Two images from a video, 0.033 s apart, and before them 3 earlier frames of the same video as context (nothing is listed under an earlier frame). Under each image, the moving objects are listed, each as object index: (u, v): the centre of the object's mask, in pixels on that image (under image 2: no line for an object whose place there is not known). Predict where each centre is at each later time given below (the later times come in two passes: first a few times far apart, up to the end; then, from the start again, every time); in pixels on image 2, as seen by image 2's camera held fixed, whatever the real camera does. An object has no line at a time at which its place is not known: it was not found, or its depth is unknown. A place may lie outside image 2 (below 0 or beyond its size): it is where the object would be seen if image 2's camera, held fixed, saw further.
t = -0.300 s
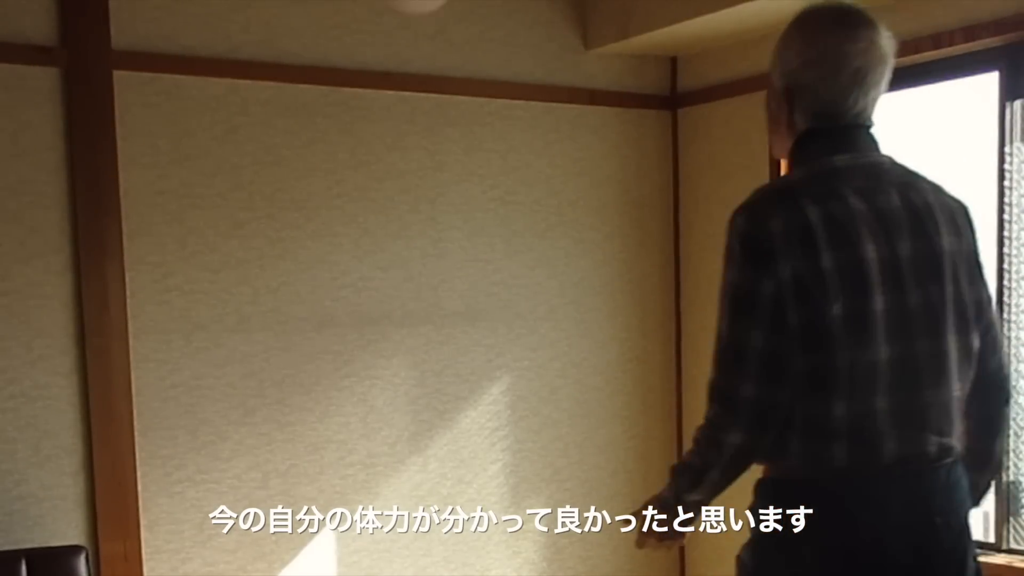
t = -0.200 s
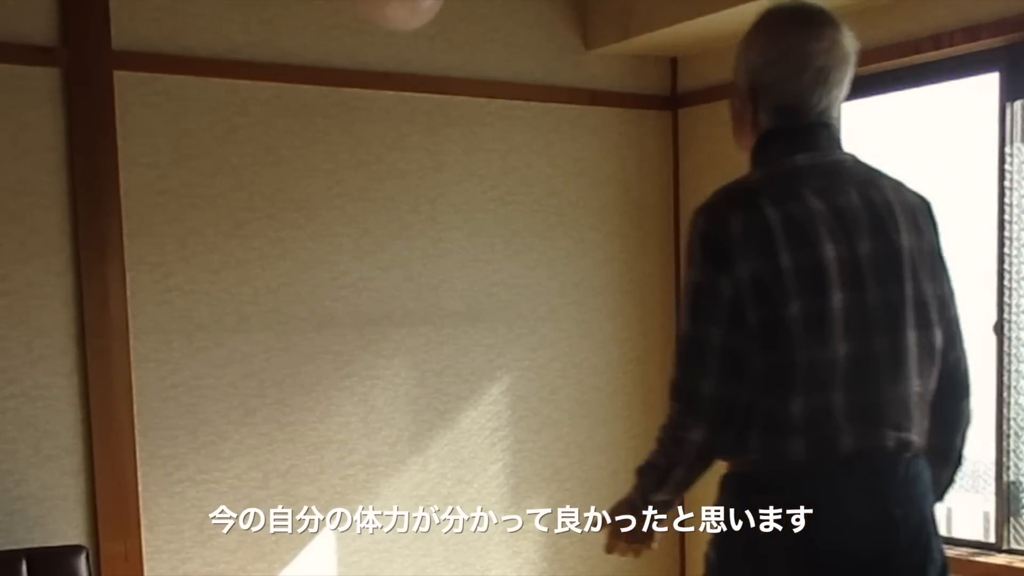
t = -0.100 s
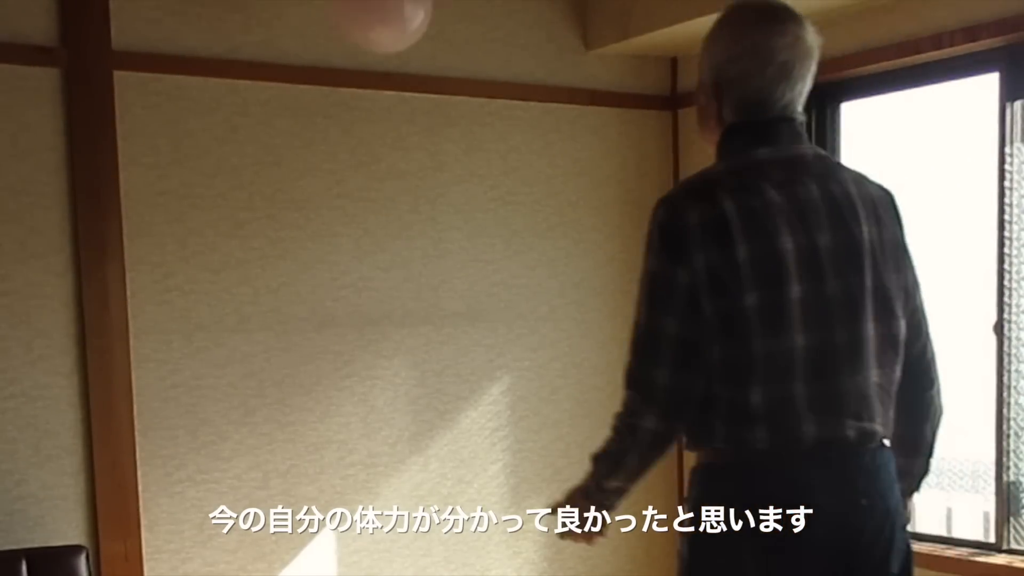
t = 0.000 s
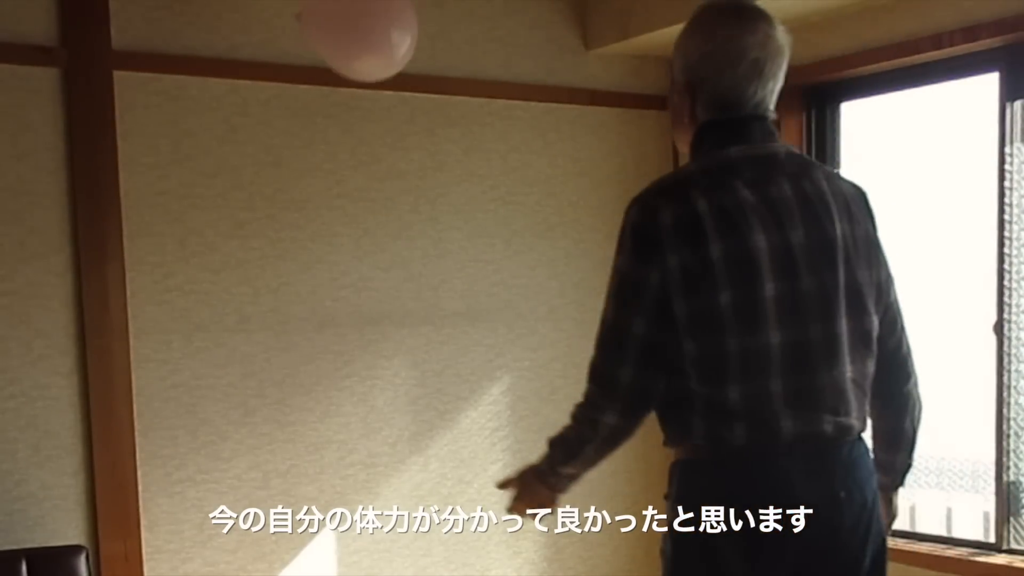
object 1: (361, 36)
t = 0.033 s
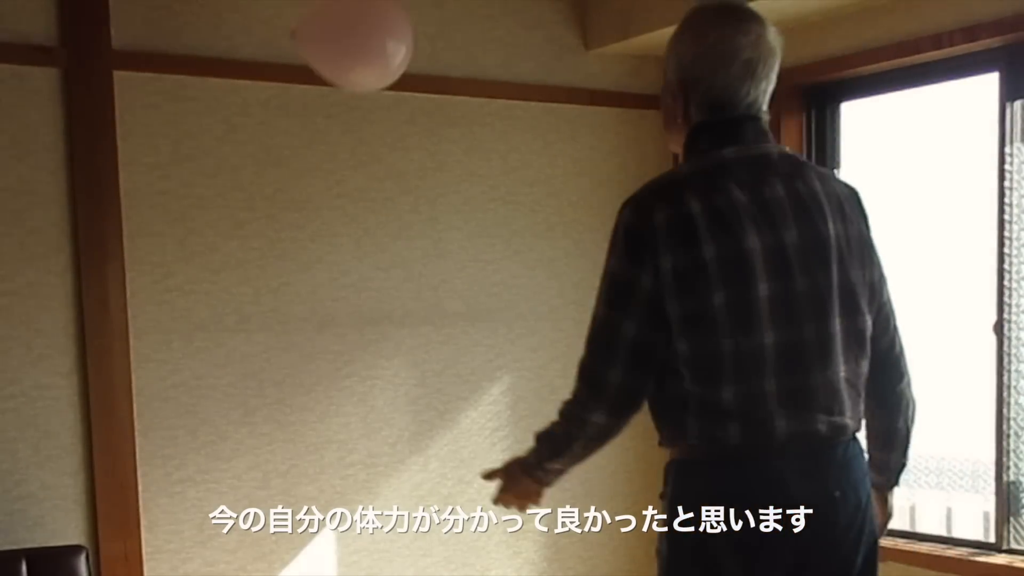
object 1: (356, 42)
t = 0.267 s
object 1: (326, 134)
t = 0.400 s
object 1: (308, 203)
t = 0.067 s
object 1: (352, 50)
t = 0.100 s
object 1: (347, 63)
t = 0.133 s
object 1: (343, 77)
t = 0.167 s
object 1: (339, 90)
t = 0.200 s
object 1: (335, 105)
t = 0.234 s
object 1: (330, 120)
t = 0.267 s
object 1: (326, 134)
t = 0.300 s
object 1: (320, 152)
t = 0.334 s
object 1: (316, 168)
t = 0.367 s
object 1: (312, 185)
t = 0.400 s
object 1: (308, 203)
